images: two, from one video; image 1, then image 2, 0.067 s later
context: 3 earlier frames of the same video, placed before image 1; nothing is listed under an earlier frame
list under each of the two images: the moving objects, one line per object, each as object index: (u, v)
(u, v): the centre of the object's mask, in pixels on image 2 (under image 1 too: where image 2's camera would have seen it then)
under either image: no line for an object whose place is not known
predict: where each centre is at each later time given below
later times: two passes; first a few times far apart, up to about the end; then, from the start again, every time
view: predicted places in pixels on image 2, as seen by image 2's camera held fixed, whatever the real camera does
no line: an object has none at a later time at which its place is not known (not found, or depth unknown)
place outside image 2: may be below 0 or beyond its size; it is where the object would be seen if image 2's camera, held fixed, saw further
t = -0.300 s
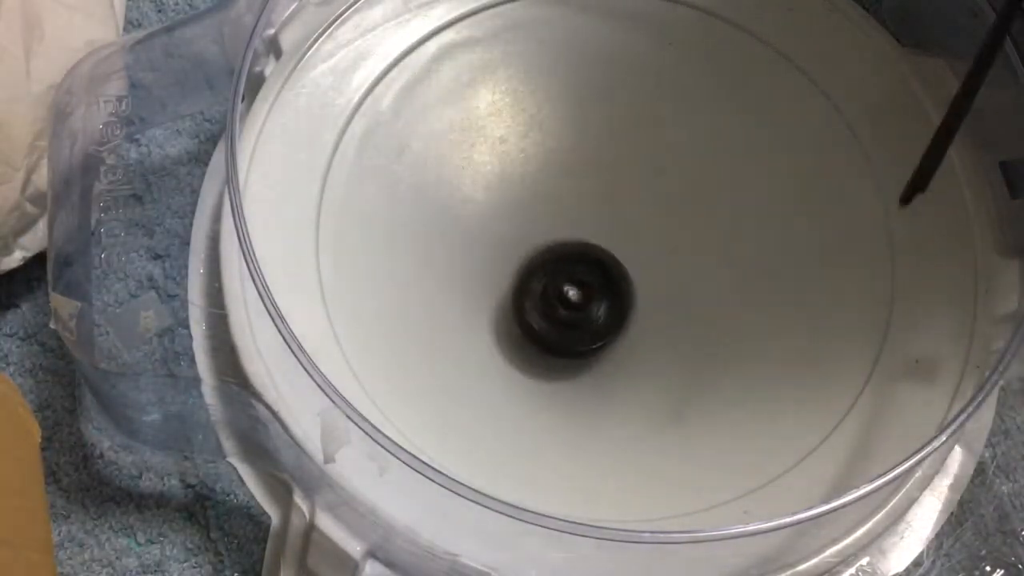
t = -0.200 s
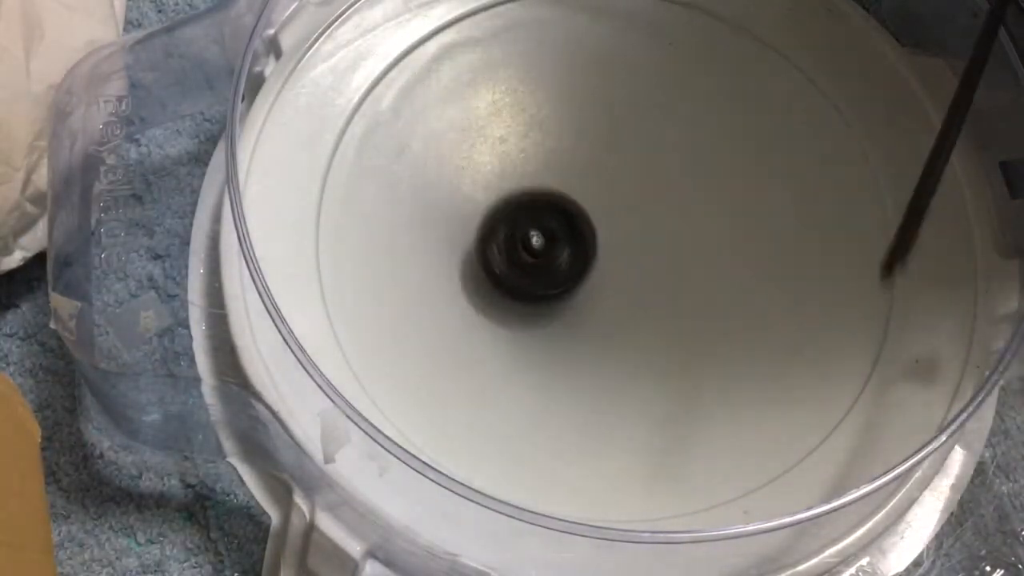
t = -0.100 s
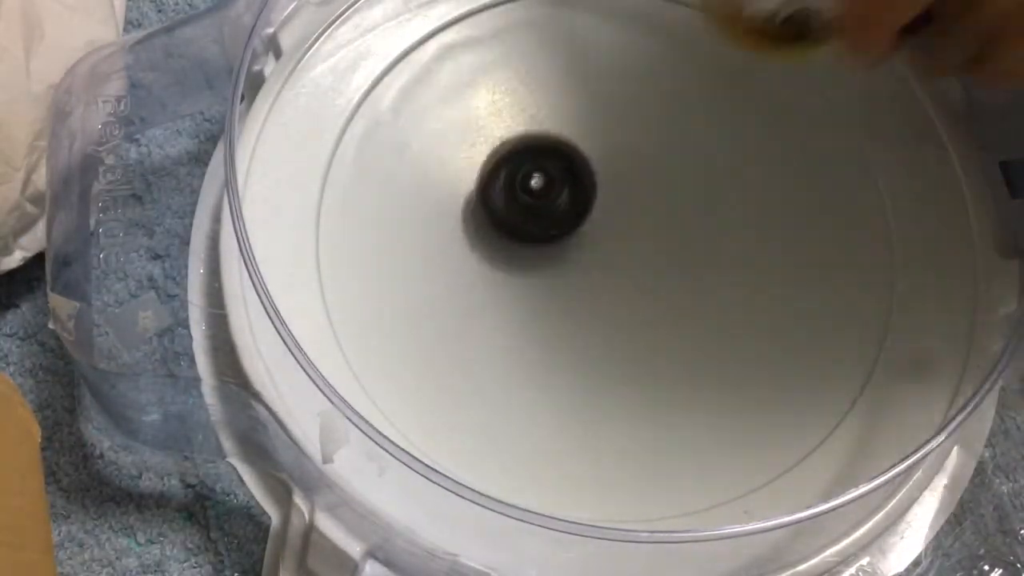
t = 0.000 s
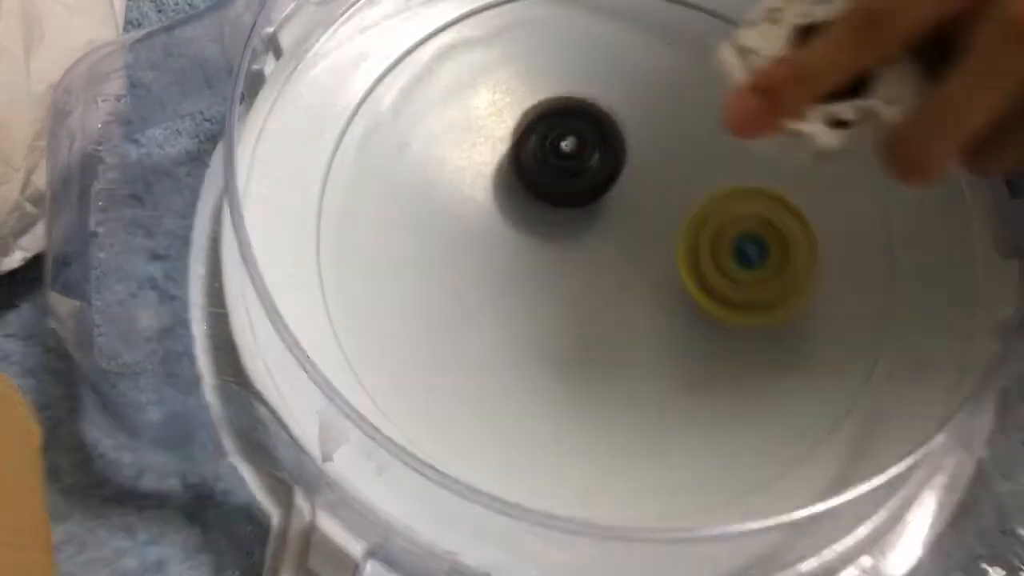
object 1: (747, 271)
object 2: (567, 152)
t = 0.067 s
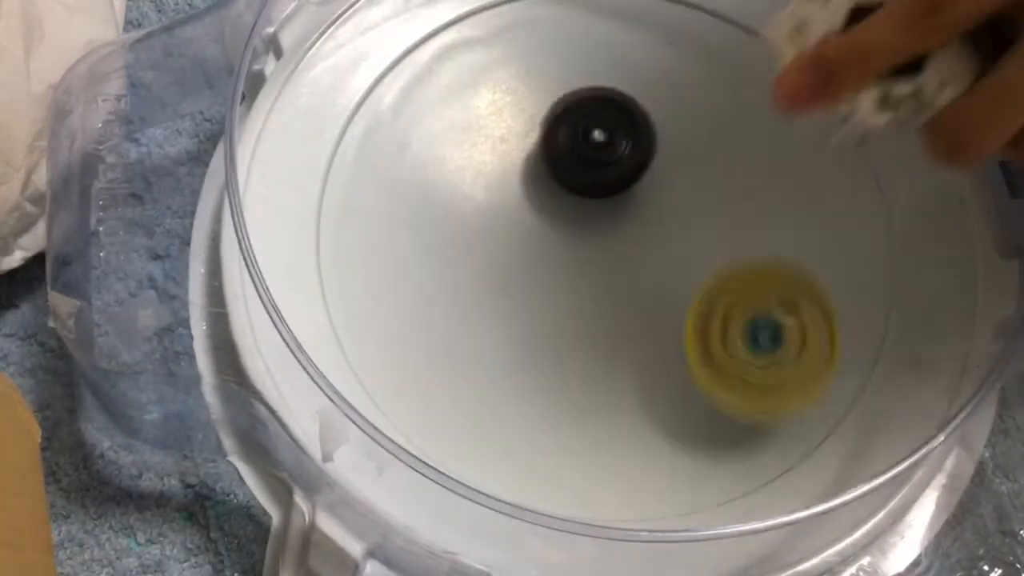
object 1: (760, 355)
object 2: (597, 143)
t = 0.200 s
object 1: (722, 498)
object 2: (651, 162)
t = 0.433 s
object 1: (548, 328)
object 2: (655, 237)
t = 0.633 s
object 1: (439, 206)
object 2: (645, 220)
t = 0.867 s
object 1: (499, 189)
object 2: (625, 230)
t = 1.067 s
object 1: (510, 268)
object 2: (652, 268)
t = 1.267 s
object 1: (536, 372)
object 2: (633, 267)
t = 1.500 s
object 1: (639, 400)
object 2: (605, 228)
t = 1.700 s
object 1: (703, 333)
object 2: (582, 176)
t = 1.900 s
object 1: (681, 252)
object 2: (584, 111)
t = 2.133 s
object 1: (583, 255)
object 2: (620, 77)
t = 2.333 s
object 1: (535, 298)
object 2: (645, 130)
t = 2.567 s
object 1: (543, 336)
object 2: (615, 219)
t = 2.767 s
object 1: (562, 367)
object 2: (604, 235)
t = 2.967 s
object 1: (594, 368)
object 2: (596, 211)
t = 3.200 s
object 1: (607, 326)
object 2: (606, 181)
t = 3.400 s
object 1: (597, 290)
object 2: (627, 160)
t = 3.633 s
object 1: (567, 255)
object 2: (653, 144)
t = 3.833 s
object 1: (546, 225)
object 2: (660, 159)
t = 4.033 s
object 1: (526, 206)
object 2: (657, 195)
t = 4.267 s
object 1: (513, 195)
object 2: (633, 238)
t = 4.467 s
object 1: (507, 185)
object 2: (610, 263)
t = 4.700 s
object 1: (504, 158)
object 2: (608, 301)
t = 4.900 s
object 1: (546, 173)
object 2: (594, 294)
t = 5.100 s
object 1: (609, 180)
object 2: (595, 288)
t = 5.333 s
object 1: (666, 193)
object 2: (605, 284)
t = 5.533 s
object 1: (705, 201)
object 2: (606, 276)
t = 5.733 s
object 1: (719, 212)
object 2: (605, 261)
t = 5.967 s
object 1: (711, 228)
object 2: (580, 245)
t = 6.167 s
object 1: (688, 252)
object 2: (552, 228)
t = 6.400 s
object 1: (643, 295)
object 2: (537, 210)
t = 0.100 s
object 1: (753, 422)
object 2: (612, 143)
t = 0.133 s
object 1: (749, 452)
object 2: (625, 147)
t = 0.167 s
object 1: (738, 469)
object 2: (640, 153)
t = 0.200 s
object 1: (722, 498)
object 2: (651, 162)
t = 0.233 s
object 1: (695, 481)
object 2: (659, 174)
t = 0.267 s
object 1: (669, 474)
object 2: (664, 187)
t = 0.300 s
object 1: (641, 461)
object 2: (666, 201)
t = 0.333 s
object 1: (614, 428)
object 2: (664, 215)
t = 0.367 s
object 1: (593, 393)
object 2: (661, 227)
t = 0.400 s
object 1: (575, 353)
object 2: (654, 237)
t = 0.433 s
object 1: (548, 328)
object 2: (655, 237)
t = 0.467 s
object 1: (516, 304)
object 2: (659, 233)
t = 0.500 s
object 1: (491, 282)
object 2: (661, 229)
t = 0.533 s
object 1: (471, 261)
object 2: (660, 226)
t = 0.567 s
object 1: (454, 241)
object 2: (656, 223)
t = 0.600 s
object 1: (444, 222)
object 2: (651, 222)
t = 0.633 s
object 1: (439, 206)
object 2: (645, 220)
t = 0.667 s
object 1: (441, 194)
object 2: (639, 220)
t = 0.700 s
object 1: (448, 186)
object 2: (632, 219)
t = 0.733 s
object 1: (459, 180)
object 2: (626, 219)
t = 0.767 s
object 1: (475, 181)
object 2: (619, 219)
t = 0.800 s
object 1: (491, 185)
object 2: (613, 219)
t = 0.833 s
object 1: (497, 186)
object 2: (618, 224)
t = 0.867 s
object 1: (499, 189)
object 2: (625, 230)
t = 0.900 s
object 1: (503, 197)
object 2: (631, 237)
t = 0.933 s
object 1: (508, 205)
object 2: (635, 243)
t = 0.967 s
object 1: (513, 220)
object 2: (637, 249)
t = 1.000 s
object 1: (513, 235)
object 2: (643, 256)
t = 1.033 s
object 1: (511, 251)
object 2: (649, 263)
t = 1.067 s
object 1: (510, 268)
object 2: (652, 268)
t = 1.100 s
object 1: (511, 287)
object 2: (654, 271)
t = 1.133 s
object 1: (511, 304)
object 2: (654, 274)
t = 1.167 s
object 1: (515, 322)
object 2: (651, 274)
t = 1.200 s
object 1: (520, 339)
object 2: (645, 273)
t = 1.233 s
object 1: (529, 354)
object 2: (639, 271)
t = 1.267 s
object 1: (536, 372)
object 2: (633, 267)
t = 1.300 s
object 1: (547, 382)
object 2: (627, 262)
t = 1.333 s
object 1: (559, 392)
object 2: (622, 256)
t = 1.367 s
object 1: (572, 403)
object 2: (617, 250)
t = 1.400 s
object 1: (589, 403)
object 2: (613, 244)
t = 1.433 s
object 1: (605, 409)
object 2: (609, 238)
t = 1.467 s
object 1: (624, 402)
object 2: (607, 232)
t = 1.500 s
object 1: (639, 400)
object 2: (605, 228)
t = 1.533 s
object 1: (655, 389)
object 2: (604, 223)
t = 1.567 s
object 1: (666, 371)
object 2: (604, 220)
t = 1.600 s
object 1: (672, 358)
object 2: (604, 217)
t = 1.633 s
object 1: (676, 339)
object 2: (604, 215)
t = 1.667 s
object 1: (689, 335)
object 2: (594, 197)
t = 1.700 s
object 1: (703, 333)
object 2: (582, 176)
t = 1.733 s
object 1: (710, 327)
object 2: (576, 159)
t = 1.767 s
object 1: (714, 316)
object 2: (571, 144)
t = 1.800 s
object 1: (713, 303)
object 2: (571, 132)
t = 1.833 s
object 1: (707, 286)
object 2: (573, 122)
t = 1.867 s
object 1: (697, 269)
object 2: (578, 115)
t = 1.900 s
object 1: (681, 252)
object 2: (584, 111)
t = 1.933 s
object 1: (663, 236)
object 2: (591, 109)
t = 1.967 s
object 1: (643, 225)
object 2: (597, 107)
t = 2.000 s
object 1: (631, 229)
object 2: (598, 94)
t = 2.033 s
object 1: (618, 235)
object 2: (602, 84)
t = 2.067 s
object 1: (606, 240)
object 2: (607, 78)
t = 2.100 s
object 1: (594, 248)
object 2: (613, 76)
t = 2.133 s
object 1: (583, 255)
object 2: (620, 77)
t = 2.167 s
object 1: (570, 265)
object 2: (627, 81)
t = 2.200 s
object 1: (562, 271)
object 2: (632, 88)
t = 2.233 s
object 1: (554, 278)
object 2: (637, 96)
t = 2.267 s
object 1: (548, 282)
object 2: (641, 107)
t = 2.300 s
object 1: (541, 292)
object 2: (644, 118)
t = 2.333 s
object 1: (535, 298)
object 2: (645, 130)
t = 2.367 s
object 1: (530, 305)
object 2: (645, 144)
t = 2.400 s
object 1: (528, 310)
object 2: (642, 157)
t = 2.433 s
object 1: (527, 317)
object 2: (639, 171)
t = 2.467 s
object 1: (528, 323)
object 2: (634, 184)
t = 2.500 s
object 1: (532, 329)
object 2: (628, 197)
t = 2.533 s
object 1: (538, 333)
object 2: (622, 209)
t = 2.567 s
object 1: (543, 336)
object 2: (615, 219)
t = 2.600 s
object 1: (541, 347)
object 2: (614, 220)
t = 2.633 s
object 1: (542, 355)
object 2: (613, 220)
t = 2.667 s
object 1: (545, 363)
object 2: (612, 222)
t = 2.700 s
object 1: (550, 365)
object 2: (610, 226)
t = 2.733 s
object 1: (556, 365)
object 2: (608, 231)
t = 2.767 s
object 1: (562, 367)
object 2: (604, 235)
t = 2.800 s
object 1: (567, 370)
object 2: (603, 233)
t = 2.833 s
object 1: (573, 367)
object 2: (601, 233)
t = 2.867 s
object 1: (578, 366)
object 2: (599, 231)
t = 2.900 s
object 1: (583, 365)
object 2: (597, 229)
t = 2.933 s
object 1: (588, 367)
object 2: (596, 221)
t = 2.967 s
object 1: (594, 368)
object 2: (596, 211)
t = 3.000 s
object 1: (599, 365)
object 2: (597, 204)
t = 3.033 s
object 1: (603, 360)
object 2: (598, 199)
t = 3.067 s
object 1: (606, 352)
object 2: (600, 196)
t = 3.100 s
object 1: (608, 343)
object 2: (602, 195)
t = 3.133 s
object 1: (608, 331)
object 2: (603, 195)
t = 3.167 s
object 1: (607, 328)
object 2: (604, 188)
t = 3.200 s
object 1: (607, 326)
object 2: (606, 181)
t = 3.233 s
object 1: (606, 321)
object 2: (609, 175)
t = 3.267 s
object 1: (606, 315)
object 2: (613, 173)
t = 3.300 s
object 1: (604, 307)
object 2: (616, 171)
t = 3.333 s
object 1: (603, 299)
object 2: (619, 170)
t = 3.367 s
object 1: (599, 295)
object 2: (623, 165)
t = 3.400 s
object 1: (597, 290)
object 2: (627, 160)
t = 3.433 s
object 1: (594, 284)
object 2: (630, 158)
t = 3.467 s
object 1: (591, 276)
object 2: (633, 156)
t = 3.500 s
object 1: (587, 270)
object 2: (636, 153)
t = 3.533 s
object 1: (583, 265)
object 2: (640, 151)
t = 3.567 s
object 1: (578, 260)
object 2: (643, 150)
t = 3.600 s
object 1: (572, 258)
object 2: (648, 146)
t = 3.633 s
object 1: (567, 255)
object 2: (653, 144)
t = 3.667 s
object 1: (563, 252)
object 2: (656, 145)
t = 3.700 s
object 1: (560, 247)
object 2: (658, 146)
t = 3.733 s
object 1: (557, 243)
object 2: (658, 150)
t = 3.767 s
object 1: (556, 234)
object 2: (658, 154)
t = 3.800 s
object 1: (553, 229)
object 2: (657, 157)
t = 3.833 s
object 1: (546, 225)
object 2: (660, 159)
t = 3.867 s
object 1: (540, 222)
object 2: (663, 163)
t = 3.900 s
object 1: (536, 218)
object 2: (664, 168)
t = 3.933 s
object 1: (533, 218)
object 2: (664, 175)
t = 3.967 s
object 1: (532, 212)
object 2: (661, 181)
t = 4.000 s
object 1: (528, 212)
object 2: (659, 188)
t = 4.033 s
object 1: (526, 206)
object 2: (657, 195)
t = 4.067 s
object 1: (524, 203)
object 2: (654, 202)
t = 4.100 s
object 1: (520, 204)
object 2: (651, 209)
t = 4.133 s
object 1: (515, 202)
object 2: (651, 215)
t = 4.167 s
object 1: (513, 200)
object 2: (649, 222)
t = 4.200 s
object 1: (515, 196)
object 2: (644, 228)
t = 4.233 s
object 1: (513, 197)
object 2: (639, 232)
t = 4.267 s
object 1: (513, 195)
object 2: (633, 238)
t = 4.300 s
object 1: (512, 193)
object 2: (628, 242)
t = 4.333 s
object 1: (512, 192)
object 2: (623, 247)
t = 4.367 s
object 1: (510, 189)
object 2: (621, 252)
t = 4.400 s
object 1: (506, 186)
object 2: (619, 257)
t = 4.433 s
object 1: (505, 185)
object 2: (614, 261)
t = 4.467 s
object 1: (507, 185)
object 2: (610, 263)
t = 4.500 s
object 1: (511, 185)
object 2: (604, 264)
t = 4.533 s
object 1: (510, 181)
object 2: (602, 269)
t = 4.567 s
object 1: (504, 170)
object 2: (607, 280)
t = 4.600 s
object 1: (502, 163)
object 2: (610, 289)
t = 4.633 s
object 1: (502, 159)
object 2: (611, 295)
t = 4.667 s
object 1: (502, 158)
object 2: (610, 299)
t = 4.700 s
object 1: (504, 158)
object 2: (608, 301)
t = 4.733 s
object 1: (508, 159)
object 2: (605, 303)
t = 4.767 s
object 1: (514, 161)
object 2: (602, 303)
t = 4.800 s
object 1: (520, 164)
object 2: (600, 302)
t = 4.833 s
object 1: (527, 167)
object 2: (597, 300)
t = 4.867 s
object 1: (536, 170)
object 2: (595, 297)
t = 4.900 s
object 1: (546, 173)
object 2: (594, 294)
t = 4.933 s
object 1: (556, 177)
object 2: (593, 291)
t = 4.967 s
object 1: (567, 180)
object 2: (592, 288)
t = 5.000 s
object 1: (578, 182)
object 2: (592, 284)
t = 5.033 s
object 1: (588, 182)
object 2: (593, 285)
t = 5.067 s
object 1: (599, 180)
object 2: (594, 286)
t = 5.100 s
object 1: (609, 180)
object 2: (595, 288)
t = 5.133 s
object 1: (618, 181)
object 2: (596, 288)
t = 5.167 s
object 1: (627, 182)
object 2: (597, 288)
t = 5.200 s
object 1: (635, 184)
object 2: (598, 288)
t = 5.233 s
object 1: (643, 186)
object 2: (600, 288)
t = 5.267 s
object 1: (652, 188)
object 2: (602, 286)
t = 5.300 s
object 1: (659, 191)
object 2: (603, 285)
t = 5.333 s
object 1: (666, 193)
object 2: (605, 284)
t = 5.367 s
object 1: (673, 195)
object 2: (605, 283)
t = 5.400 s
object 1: (680, 195)
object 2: (606, 282)
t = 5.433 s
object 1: (687, 197)
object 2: (607, 280)
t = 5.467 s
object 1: (693, 199)
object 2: (608, 277)
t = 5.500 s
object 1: (699, 200)
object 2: (609, 275)
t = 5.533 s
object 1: (705, 201)
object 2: (606, 276)
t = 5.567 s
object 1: (711, 201)
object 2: (605, 274)
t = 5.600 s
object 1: (716, 202)
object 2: (603, 272)
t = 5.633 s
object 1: (718, 203)
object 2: (603, 270)
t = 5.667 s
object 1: (719, 205)
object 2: (603, 267)
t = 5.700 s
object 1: (720, 209)
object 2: (604, 264)
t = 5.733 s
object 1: (719, 212)
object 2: (605, 261)
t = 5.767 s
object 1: (719, 215)
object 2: (606, 258)
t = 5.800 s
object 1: (724, 215)
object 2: (599, 258)
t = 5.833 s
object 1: (726, 215)
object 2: (593, 257)
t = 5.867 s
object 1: (725, 217)
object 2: (588, 255)
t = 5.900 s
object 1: (721, 220)
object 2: (584, 252)
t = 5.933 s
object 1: (717, 223)
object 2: (581, 248)
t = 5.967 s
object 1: (711, 228)
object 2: (580, 245)
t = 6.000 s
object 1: (707, 233)
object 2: (579, 241)
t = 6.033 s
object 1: (704, 237)
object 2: (575, 239)
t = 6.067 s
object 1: (700, 241)
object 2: (570, 237)
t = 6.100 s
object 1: (695, 245)
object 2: (566, 233)
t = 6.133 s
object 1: (693, 249)
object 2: (559, 231)
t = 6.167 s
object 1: (688, 252)
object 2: (552, 228)
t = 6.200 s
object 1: (682, 257)
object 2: (547, 225)
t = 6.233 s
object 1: (676, 263)
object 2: (543, 222)
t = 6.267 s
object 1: (669, 269)
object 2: (540, 219)
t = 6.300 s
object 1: (661, 275)
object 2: (538, 216)
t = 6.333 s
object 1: (654, 282)
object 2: (537, 214)
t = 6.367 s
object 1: (648, 288)
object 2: (537, 212)
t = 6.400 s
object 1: (643, 295)
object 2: (537, 210)
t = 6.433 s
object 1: (638, 300)
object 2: (537, 207)
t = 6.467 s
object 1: (633, 307)
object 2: (537, 205)
